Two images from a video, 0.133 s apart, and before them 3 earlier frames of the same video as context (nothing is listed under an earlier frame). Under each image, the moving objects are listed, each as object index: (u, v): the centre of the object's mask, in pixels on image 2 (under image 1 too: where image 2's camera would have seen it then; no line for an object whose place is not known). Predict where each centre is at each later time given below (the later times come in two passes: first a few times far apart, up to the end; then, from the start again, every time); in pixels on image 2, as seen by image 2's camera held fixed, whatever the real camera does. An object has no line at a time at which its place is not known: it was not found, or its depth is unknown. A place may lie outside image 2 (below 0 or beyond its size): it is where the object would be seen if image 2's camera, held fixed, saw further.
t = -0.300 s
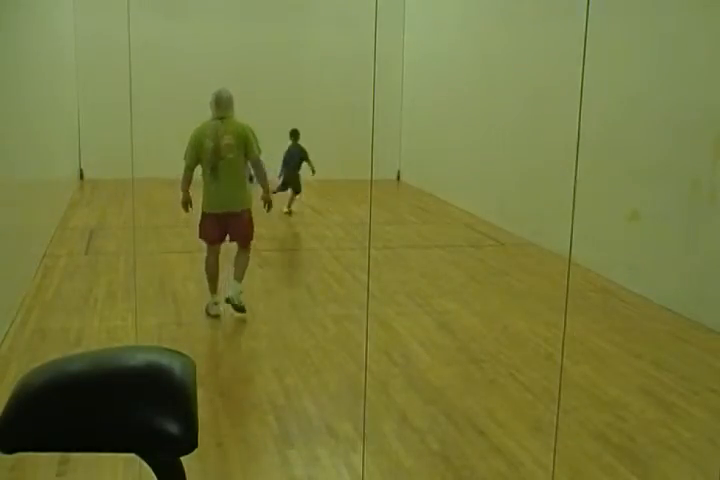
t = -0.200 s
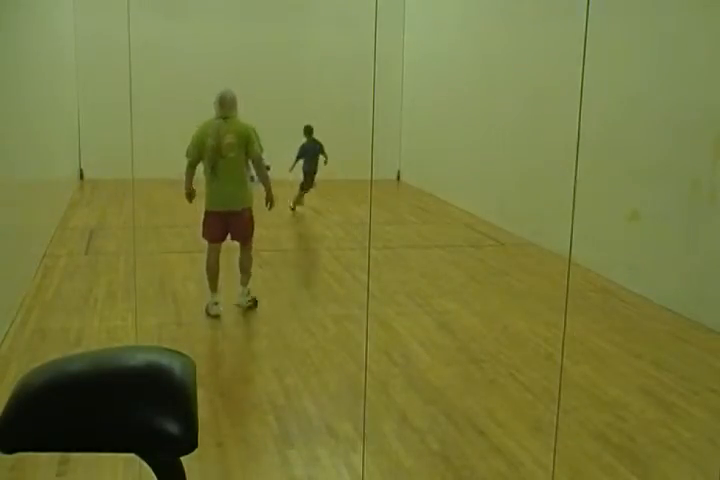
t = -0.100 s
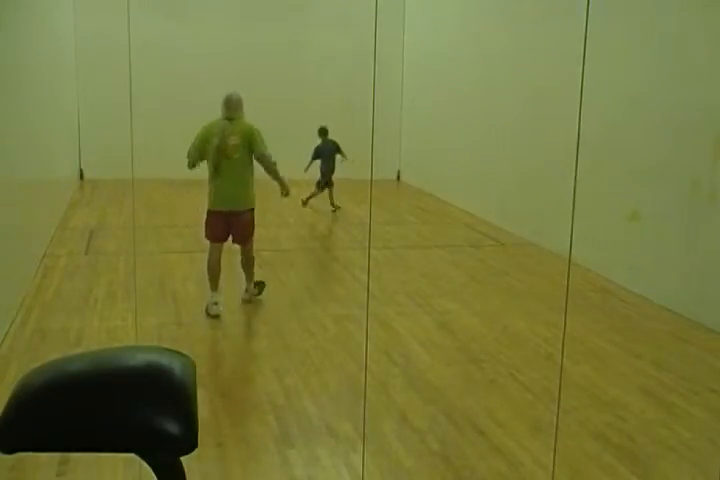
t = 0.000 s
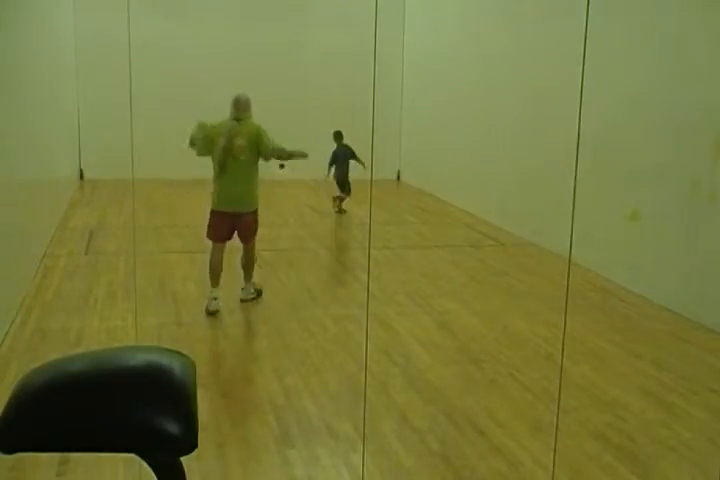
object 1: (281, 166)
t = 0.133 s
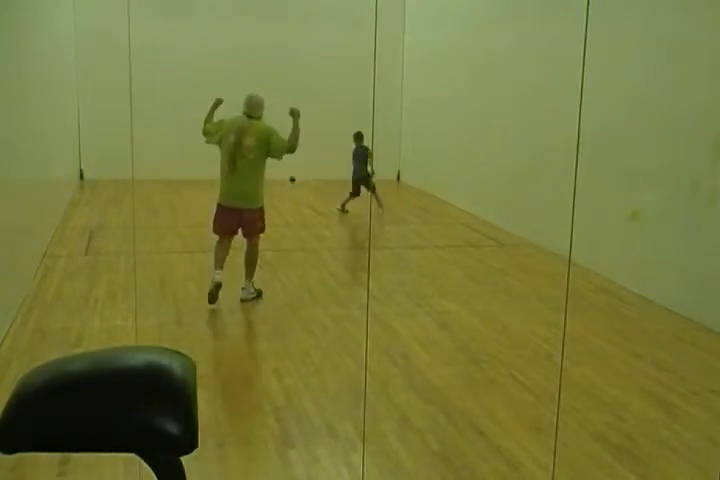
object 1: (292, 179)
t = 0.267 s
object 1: (303, 203)
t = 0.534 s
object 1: (326, 188)
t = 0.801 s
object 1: (352, 234)
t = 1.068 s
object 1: (386, 223)
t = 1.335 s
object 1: (423, 280)
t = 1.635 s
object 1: (479, 275)
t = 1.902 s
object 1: (539, 337)
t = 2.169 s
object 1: (622, 364)
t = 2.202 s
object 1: (633, 377)
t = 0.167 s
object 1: (294, 185)
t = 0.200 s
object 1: (297, 192)
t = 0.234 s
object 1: (300, 200)
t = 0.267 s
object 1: (303, 203)
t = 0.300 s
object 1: (306, 198)
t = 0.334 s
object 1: (308, 194)
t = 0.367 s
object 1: (311, 190)
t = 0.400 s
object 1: (314, 189)
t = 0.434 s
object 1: (317, 187)
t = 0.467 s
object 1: (320, 187)
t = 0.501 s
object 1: (323, 187)
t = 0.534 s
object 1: (326, 188)
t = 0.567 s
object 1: (329, 190)
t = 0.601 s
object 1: (332, 193)
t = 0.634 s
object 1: (336, 197)
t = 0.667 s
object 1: (339, 202)
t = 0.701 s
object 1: (343, 208)
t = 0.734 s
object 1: (346, 216)
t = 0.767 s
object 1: (348, 224)
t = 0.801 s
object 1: (352, 234)
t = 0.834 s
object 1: (356, 235)
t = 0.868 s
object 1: (360, 230)
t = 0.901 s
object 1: (365, 227)
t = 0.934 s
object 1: (368, 224)
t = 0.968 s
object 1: (373, 222)
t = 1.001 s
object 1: (377, 221)
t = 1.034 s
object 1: (382, 221)
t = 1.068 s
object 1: (386, 223)
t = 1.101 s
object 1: (391, 226)
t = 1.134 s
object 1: (395, 230)
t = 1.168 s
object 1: (399, 234)
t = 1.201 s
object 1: (404, 240)
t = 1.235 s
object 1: (409, 248)
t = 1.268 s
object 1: (414, 257)
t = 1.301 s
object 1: (419, 268)
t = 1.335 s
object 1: (423, 280)
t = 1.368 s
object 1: (429, 276)
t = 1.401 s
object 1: (435, 271)
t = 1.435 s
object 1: (441, 268)
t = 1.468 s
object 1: (447, 265)
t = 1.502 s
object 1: (453, 265)
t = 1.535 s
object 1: (459, 265)
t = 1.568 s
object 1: (466, 267)
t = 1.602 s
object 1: (473, 271)
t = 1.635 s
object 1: (479, 275)
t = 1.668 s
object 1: (486, 281)
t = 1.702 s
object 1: (493, 289)
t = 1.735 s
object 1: (500, 298)
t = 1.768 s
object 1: (507, 310)
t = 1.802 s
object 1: (515, 323)
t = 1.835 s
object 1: (521, 337)
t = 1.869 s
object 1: (530, 340)
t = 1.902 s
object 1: (539, 337)
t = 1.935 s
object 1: (549, 334)
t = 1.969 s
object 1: (558, 332)
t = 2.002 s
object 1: (569, 334)
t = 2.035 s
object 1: (579, 336)
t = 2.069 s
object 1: (589, 340)
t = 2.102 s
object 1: (600, 346)
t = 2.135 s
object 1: (610, 353)
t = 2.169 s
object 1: (622, 364)
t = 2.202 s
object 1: (633, 377)
